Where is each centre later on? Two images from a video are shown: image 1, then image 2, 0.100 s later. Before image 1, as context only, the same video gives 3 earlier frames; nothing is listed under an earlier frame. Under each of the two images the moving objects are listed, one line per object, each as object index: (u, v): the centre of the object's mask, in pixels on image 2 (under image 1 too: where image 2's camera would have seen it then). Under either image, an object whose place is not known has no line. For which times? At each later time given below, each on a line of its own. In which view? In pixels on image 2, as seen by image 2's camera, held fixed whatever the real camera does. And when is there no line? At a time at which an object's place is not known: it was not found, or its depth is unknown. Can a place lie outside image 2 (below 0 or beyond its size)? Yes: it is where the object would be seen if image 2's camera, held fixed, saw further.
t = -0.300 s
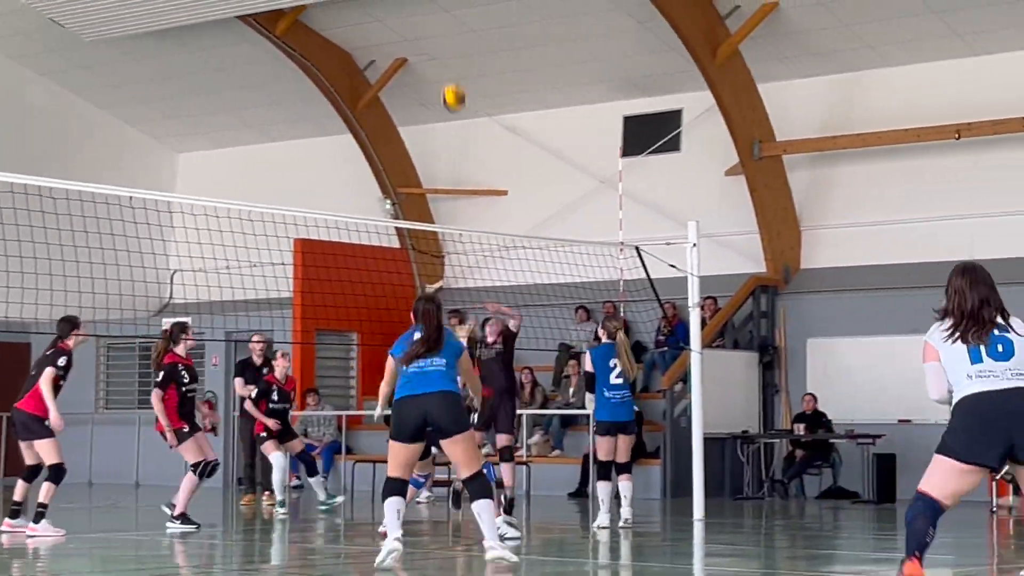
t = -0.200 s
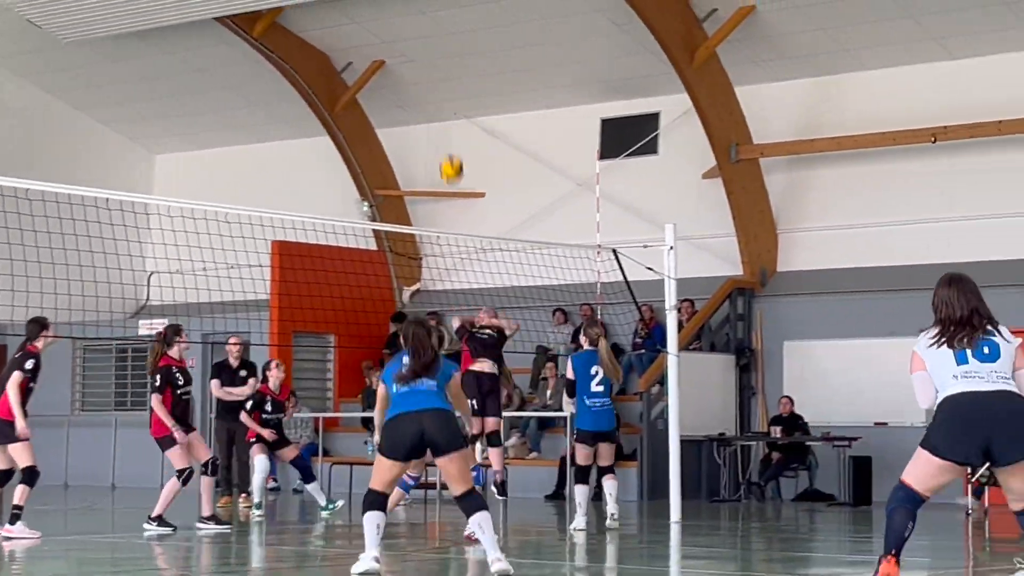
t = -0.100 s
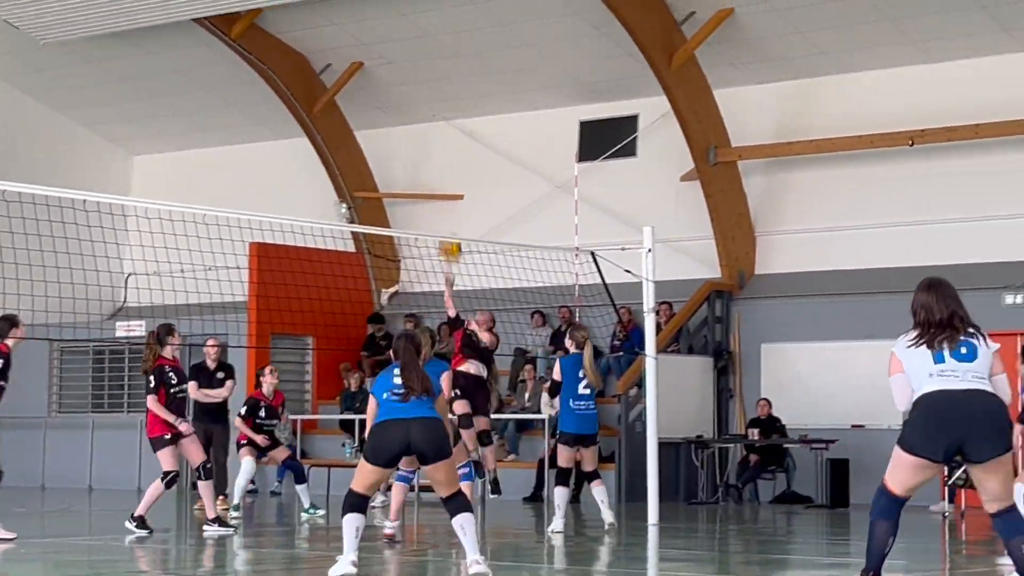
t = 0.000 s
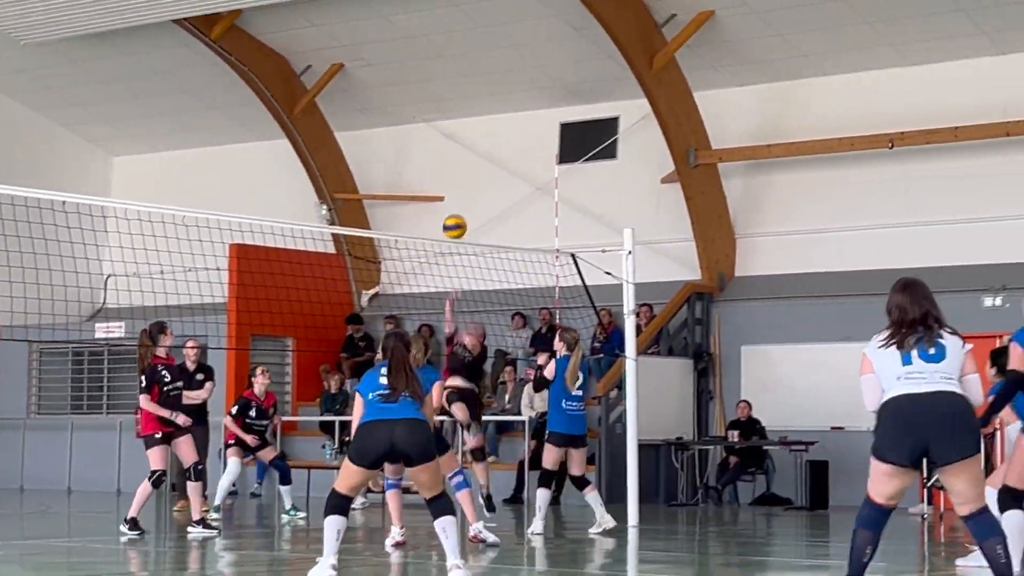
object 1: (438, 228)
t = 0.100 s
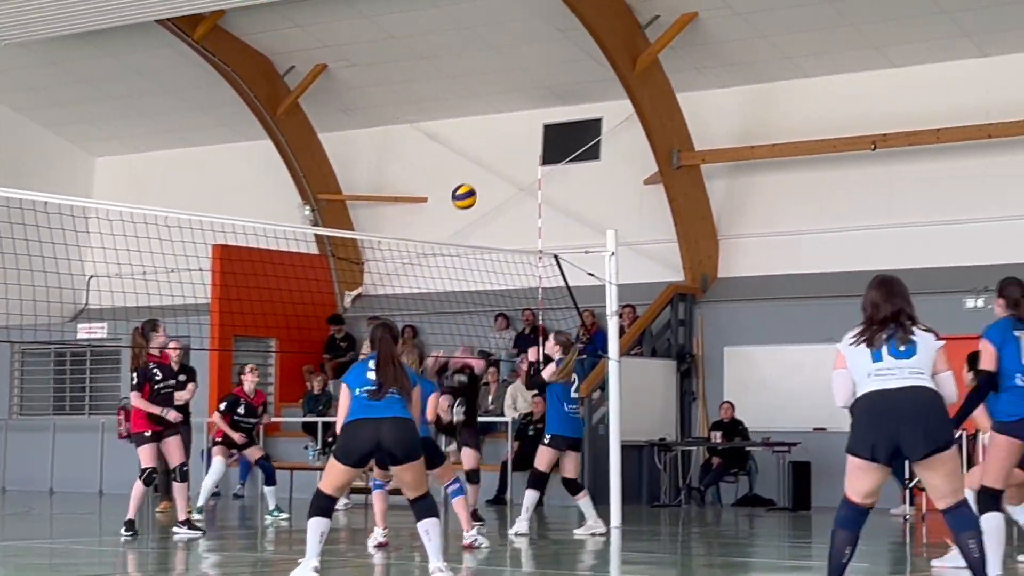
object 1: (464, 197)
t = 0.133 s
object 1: (473, 188)
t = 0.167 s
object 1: (483, 181)
